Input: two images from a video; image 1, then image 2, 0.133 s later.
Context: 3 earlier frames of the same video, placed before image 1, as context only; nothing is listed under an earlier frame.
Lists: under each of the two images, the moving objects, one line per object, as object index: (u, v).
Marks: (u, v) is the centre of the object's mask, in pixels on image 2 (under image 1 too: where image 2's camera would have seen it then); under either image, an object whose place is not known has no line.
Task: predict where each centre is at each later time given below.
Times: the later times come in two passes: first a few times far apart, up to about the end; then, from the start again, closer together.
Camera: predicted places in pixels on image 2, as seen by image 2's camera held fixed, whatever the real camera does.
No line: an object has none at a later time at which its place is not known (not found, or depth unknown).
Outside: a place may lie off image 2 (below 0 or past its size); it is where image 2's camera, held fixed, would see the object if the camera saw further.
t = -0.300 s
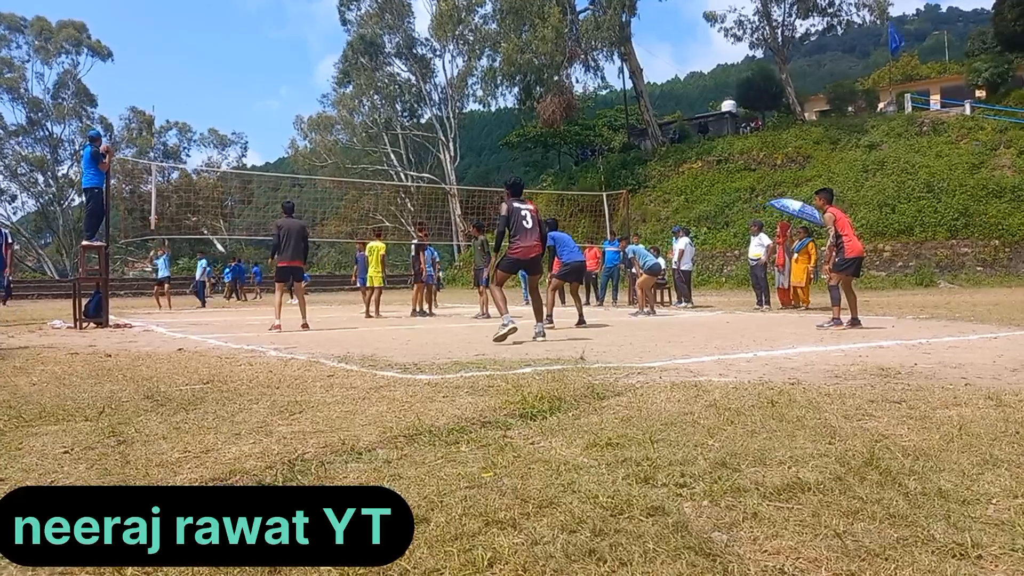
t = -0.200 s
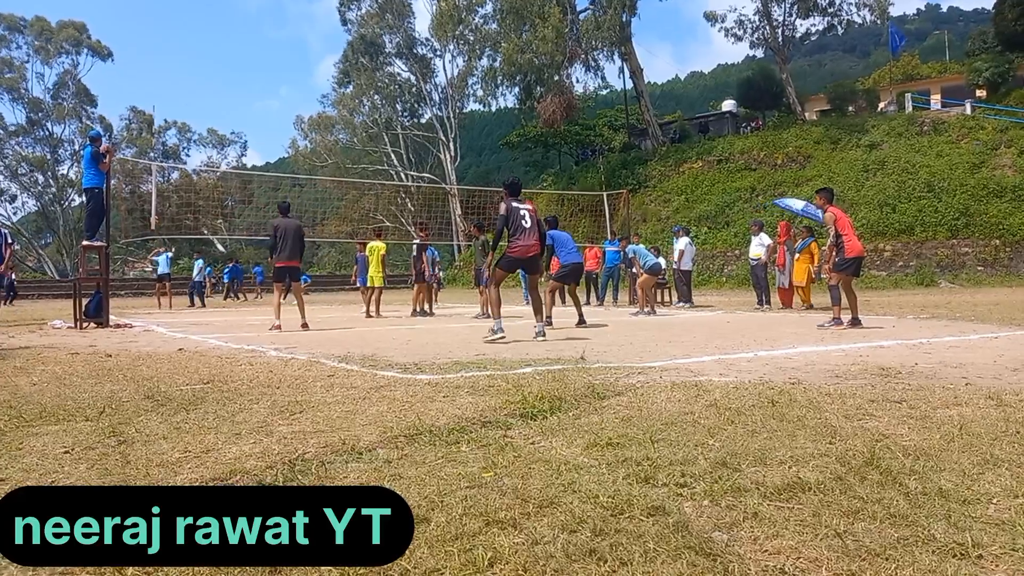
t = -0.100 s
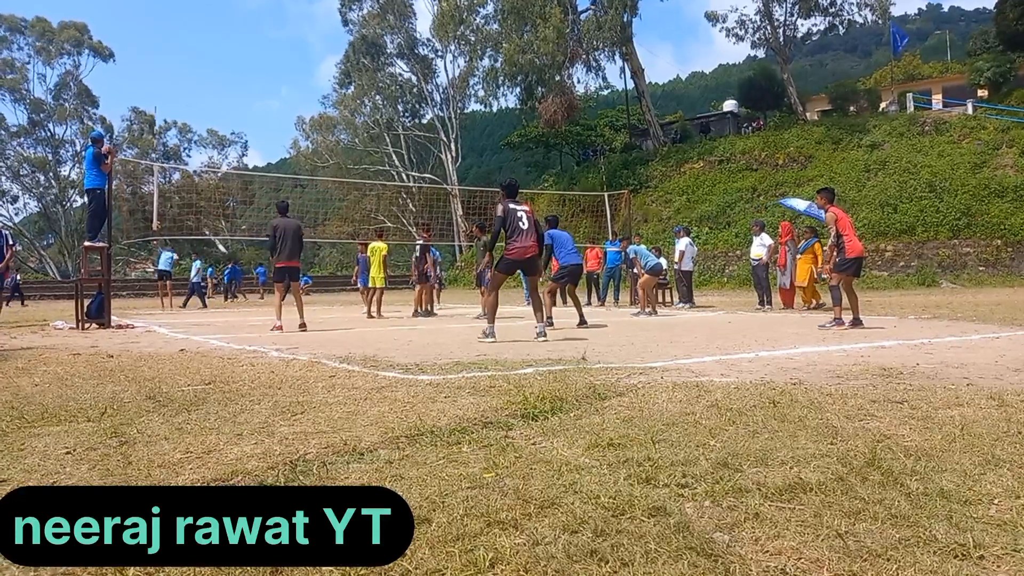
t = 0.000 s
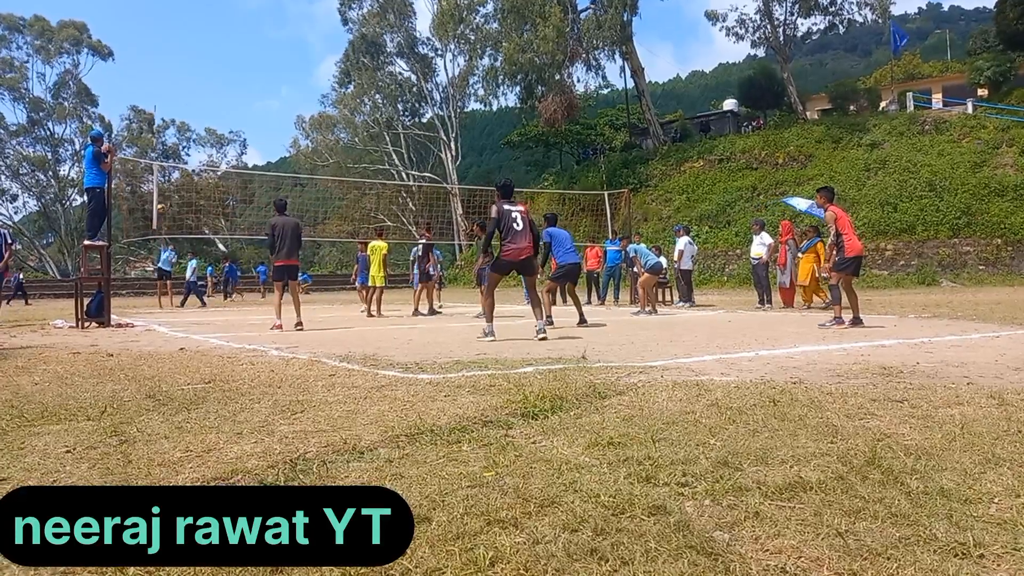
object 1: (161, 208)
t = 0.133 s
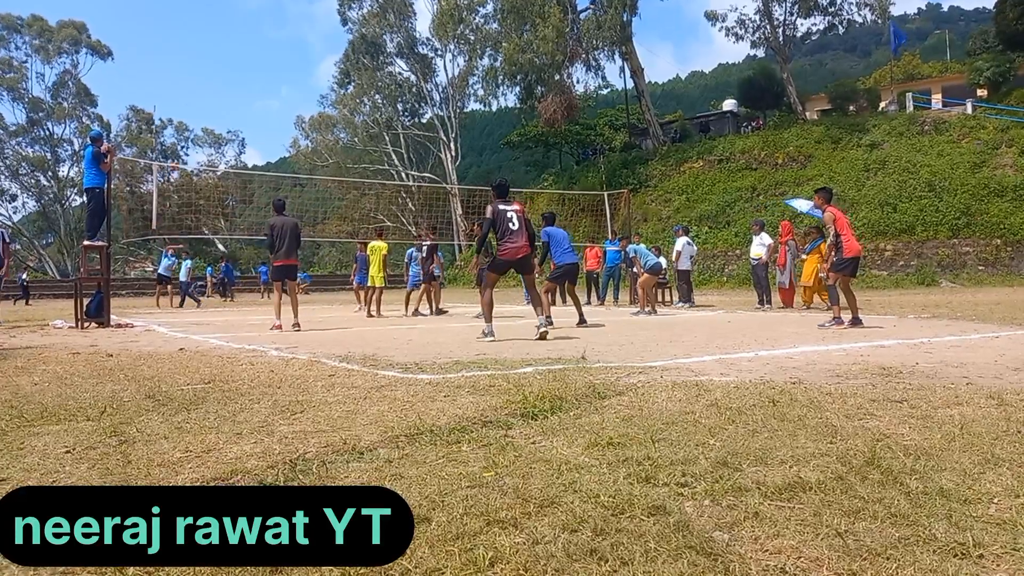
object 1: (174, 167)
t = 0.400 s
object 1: (199, 99)
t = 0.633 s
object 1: (226, 56)
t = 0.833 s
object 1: (254, 35)
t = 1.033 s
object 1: (286, 32)
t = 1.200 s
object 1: (317, 48)
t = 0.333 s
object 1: (192, 114)
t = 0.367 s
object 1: (196, 106)
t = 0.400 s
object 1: (199, 99)
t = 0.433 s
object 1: (202, 91)
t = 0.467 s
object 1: (206, 85)
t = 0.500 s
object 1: (209, 77)
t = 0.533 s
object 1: (214, 72)
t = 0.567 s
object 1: (218, 66)
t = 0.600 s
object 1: (222, 61)
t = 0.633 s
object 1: (226, 56)
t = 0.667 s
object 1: (230, 51)
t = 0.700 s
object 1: (235, 47)
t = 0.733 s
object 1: (239, 44)
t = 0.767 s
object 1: (244, 40)
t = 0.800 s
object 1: (249, 37)
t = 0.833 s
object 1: (254, 35)
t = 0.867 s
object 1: (259, 33)
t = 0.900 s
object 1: (264, 32)
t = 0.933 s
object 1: (269, 31)
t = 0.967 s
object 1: (274, 31)
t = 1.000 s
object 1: (280, 32)
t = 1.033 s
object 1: (286, 32)
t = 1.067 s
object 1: (292, 34)
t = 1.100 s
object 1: (298, 36)
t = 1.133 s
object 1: (304, 40)
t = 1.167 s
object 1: (311, 43)
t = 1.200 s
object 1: (317, 48)
